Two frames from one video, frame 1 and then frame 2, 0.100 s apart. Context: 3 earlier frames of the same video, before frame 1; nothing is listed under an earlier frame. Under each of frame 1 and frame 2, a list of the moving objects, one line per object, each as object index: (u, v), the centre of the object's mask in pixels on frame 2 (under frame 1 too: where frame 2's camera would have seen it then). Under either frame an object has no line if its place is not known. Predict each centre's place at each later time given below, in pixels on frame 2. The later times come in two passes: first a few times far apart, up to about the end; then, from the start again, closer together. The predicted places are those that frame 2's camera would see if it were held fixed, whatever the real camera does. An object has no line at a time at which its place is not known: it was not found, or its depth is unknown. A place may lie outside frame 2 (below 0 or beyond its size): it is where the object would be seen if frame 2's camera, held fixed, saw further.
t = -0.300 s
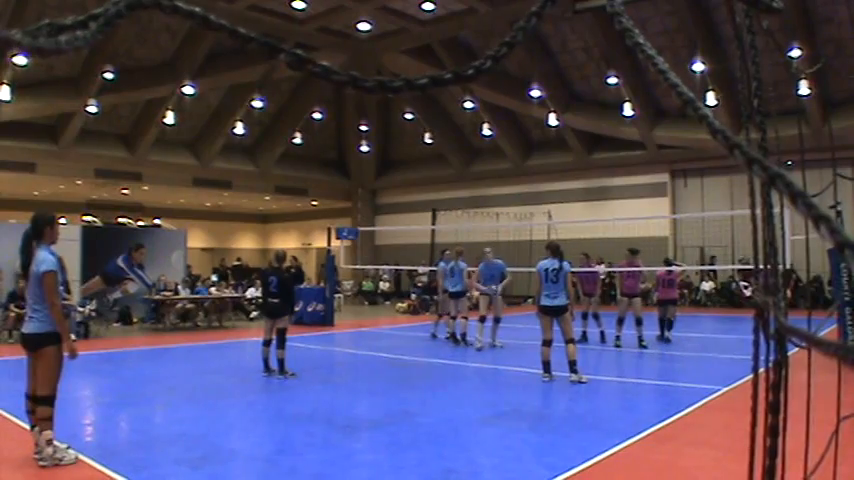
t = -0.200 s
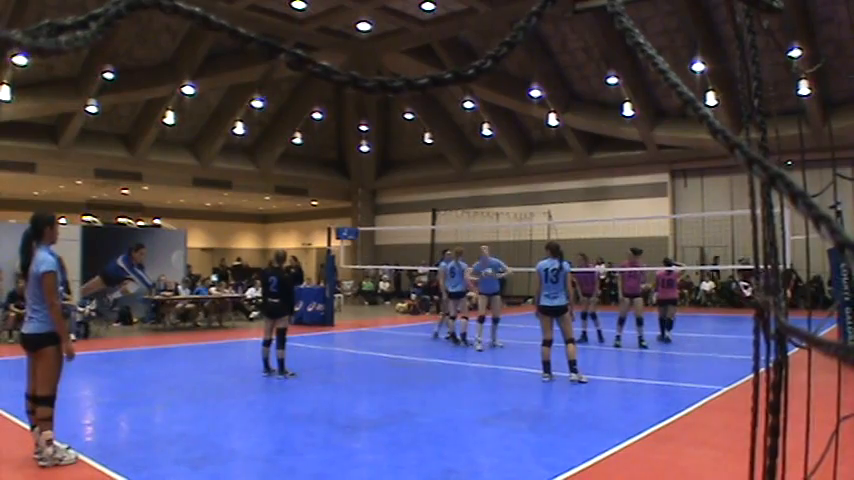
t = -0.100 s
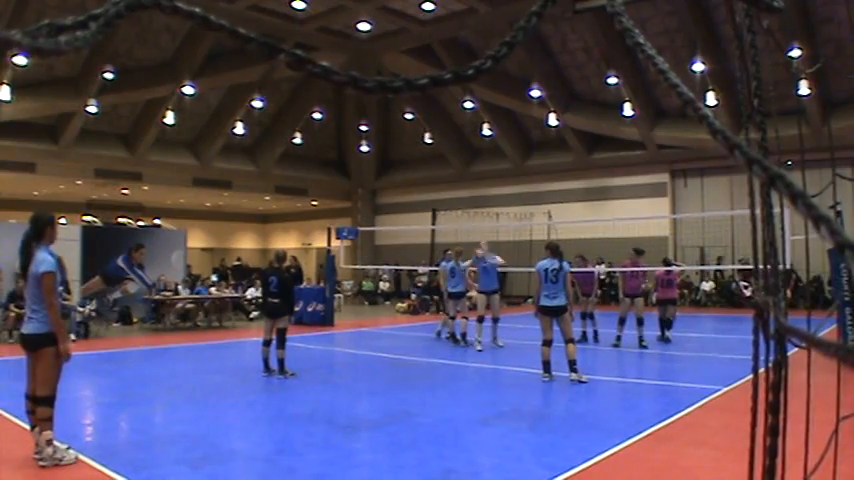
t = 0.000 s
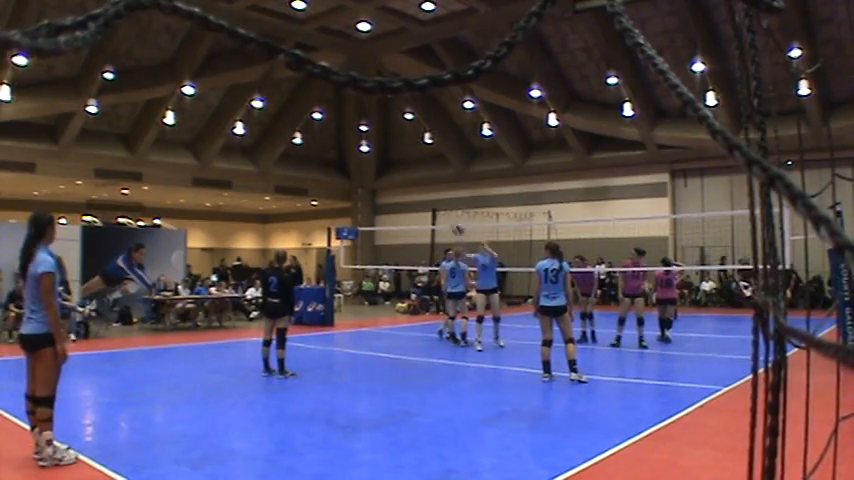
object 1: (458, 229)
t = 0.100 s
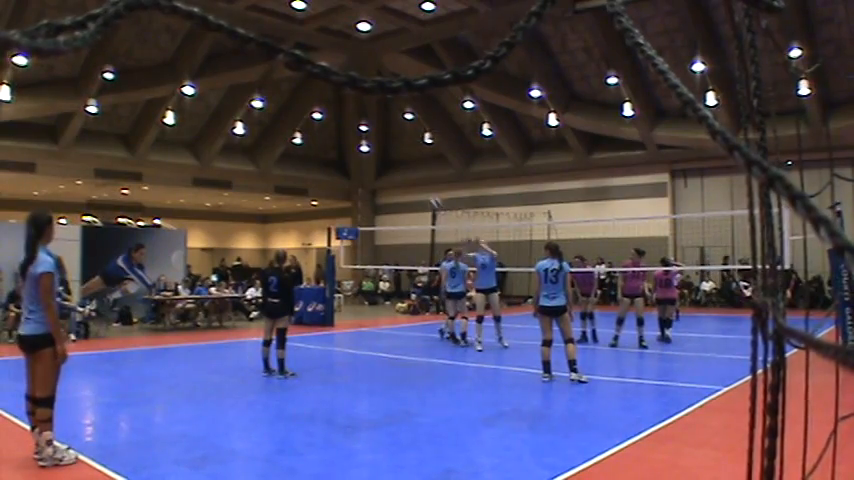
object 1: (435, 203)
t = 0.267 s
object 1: (386, 172)
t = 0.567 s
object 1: (272, 162)
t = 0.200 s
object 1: (407, 182)
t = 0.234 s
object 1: (396, 178)
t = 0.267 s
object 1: (386, 172)
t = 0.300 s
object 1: (377, 167)
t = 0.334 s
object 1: (365, 164)
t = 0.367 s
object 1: (354, 161)
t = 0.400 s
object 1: (342, 158)
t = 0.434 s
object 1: (329, 157)
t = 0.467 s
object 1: (315, 157)
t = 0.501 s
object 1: (301, 157)
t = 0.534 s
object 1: (287, 159)
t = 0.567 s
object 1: (272, 162)
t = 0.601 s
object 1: (255, 165)
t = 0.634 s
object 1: (238, 171)
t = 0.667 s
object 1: (218, 180)
